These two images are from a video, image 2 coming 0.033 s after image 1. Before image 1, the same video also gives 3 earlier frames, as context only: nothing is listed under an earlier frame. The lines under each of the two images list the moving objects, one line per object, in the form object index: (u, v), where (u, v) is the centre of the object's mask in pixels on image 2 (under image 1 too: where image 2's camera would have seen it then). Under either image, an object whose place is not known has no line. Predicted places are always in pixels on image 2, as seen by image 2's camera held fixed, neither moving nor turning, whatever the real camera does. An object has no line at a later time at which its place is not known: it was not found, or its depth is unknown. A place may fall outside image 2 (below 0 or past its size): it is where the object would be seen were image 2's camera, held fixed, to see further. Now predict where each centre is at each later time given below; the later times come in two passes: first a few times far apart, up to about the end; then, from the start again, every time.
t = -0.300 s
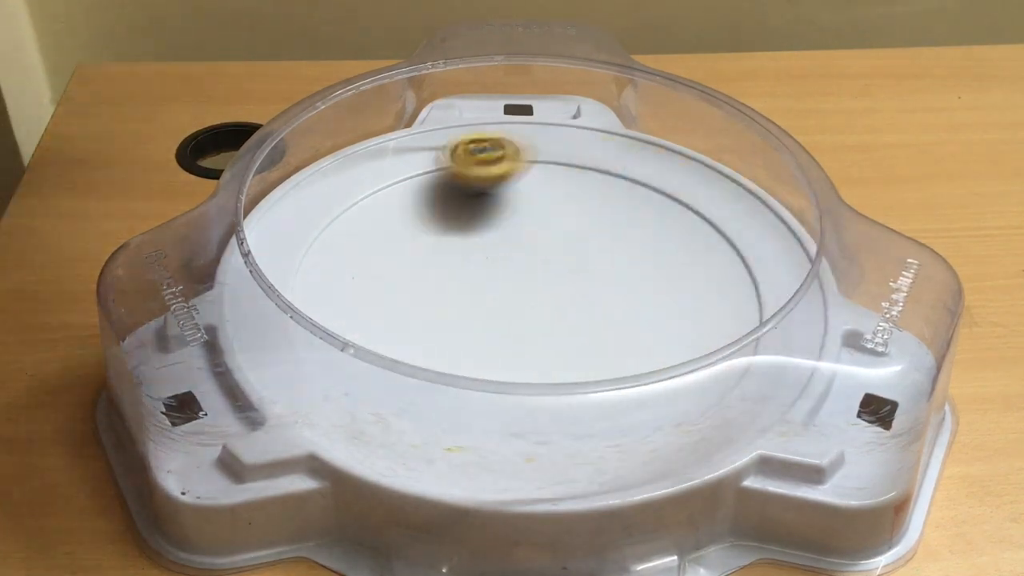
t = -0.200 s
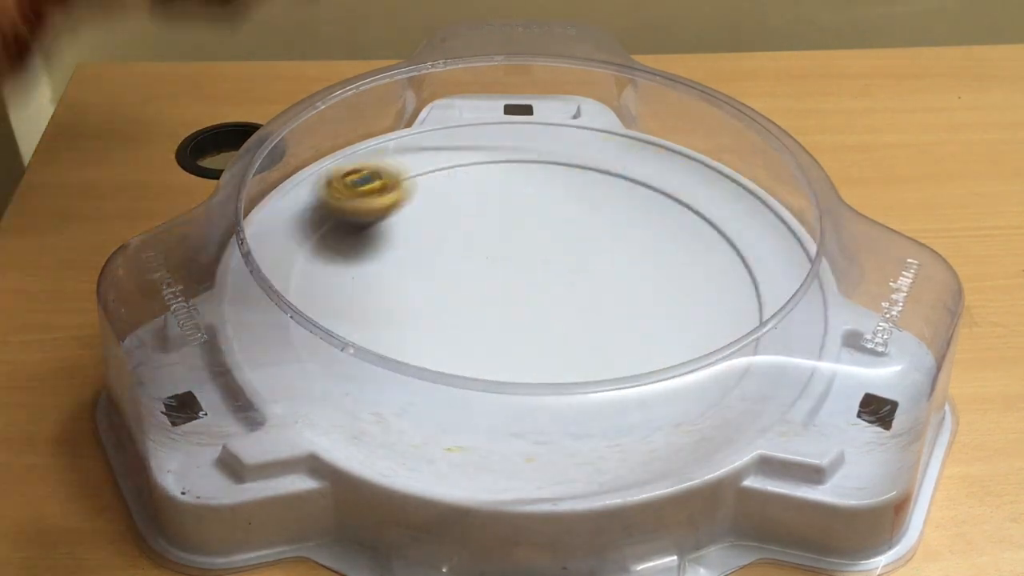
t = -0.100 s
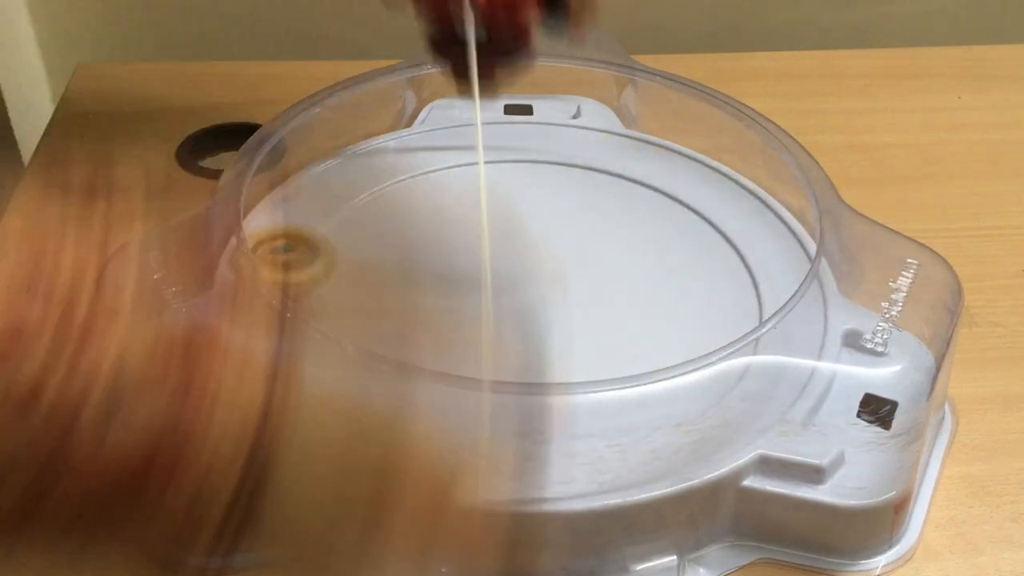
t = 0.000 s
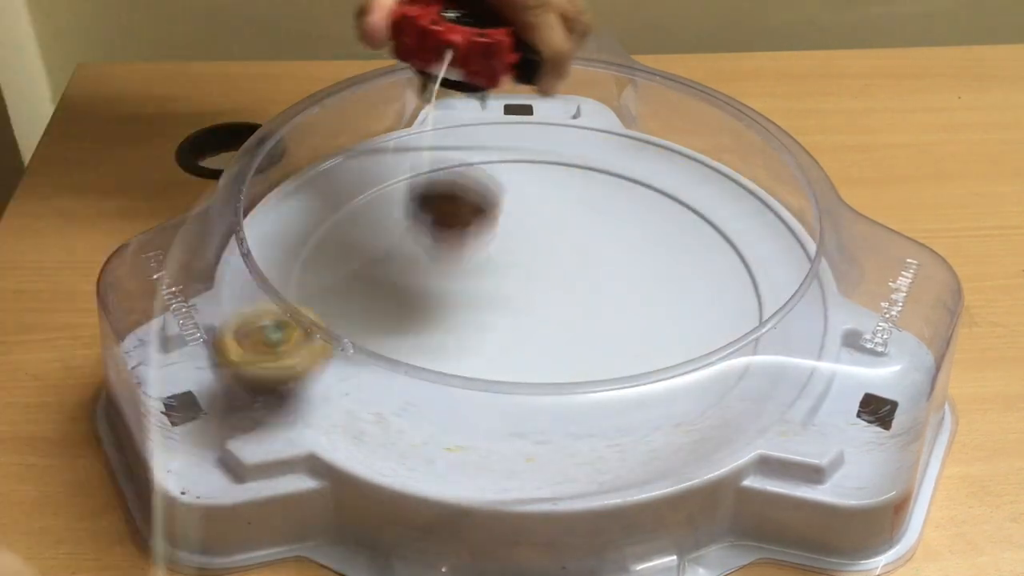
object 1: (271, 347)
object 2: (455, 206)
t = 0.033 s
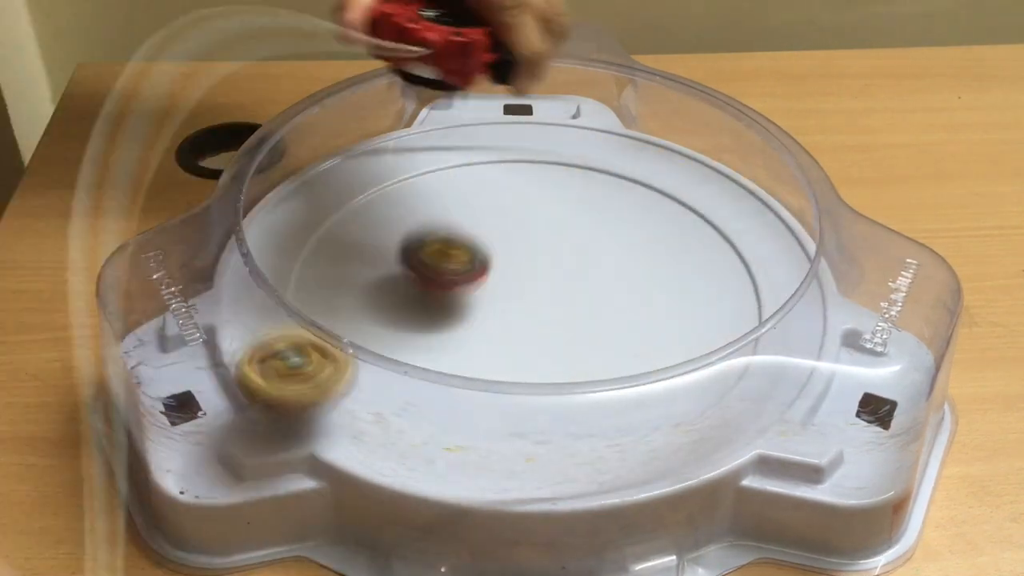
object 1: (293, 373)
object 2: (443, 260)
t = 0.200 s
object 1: (500, 357)
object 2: (494, 252)
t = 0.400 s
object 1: (613, 392)
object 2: (605, 121)
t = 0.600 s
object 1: (635, 289)
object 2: (446, 116)
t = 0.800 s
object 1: (529, 179)
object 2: (282, 239)
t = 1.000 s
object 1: (385, 165)
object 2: (357, 399)
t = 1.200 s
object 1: (371, 272)
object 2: (680, 311)
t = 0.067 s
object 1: (331, 381)
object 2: (453, 226)
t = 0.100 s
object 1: (373, 375)
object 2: (463, 207)
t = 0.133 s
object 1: (410, 372)
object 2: (474, 204)
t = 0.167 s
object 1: (453, 370)
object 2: (483, 218)
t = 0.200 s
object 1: (500, 357)
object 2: (494, 252)
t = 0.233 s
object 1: (529, 357)
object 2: (515, 271)
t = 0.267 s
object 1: (546, 372)
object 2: (539, 257)
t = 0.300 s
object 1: (566, 389)
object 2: (562, 208)
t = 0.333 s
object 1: (585, 398)
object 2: (581, 163)
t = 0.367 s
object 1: (602, 399)
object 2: (596, 135)
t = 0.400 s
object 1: (613, 392)
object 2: (605, 121)
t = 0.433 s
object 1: (625, 391)
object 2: (584, 86)
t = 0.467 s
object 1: (633, 364)
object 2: (559, 85)
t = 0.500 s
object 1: (637, 345)
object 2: (531, 94)
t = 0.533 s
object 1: (642, 332)
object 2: (505, 98)
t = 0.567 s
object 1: (642, 313)
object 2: (476, 106)
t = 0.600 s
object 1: (635, 289)
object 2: (446, 116)
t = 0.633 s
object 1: (624, 268)
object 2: (412, 126)
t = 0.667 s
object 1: (611, 248)
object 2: (384, 145)
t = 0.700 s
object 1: (592, 227)
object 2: (356, 166)
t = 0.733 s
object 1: (571, 208)
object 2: (326, 191)
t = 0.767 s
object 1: (552, 194)
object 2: (300, 213)
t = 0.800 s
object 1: (529, 179)
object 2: (282, 239)
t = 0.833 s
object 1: (502, 167)
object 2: (261, 259)
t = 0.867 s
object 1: (478, 158)
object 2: (251, 295)
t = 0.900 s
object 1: (453, 152)
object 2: (254, 323)
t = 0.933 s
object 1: (425, 148)
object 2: (270, 352)
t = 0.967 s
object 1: (402, 150)
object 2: (307, 372)
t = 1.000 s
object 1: (385, 165)
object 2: (357, 399)
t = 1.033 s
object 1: (371, 179)
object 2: (413, 385)
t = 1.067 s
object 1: (358, 194)
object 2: (468, 398)
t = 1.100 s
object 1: (351, 212)
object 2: (528, 389)
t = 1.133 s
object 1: (349, 232)
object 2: (585, 374)
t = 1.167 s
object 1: (355, 251)
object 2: (639, 343)
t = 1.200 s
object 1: (371, 272)
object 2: (680, 311)
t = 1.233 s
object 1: (392, 290)
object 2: (704, 283)
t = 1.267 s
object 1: (421, 307)
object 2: (720, 243)
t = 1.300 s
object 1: (451, 320)
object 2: (717, 215)
